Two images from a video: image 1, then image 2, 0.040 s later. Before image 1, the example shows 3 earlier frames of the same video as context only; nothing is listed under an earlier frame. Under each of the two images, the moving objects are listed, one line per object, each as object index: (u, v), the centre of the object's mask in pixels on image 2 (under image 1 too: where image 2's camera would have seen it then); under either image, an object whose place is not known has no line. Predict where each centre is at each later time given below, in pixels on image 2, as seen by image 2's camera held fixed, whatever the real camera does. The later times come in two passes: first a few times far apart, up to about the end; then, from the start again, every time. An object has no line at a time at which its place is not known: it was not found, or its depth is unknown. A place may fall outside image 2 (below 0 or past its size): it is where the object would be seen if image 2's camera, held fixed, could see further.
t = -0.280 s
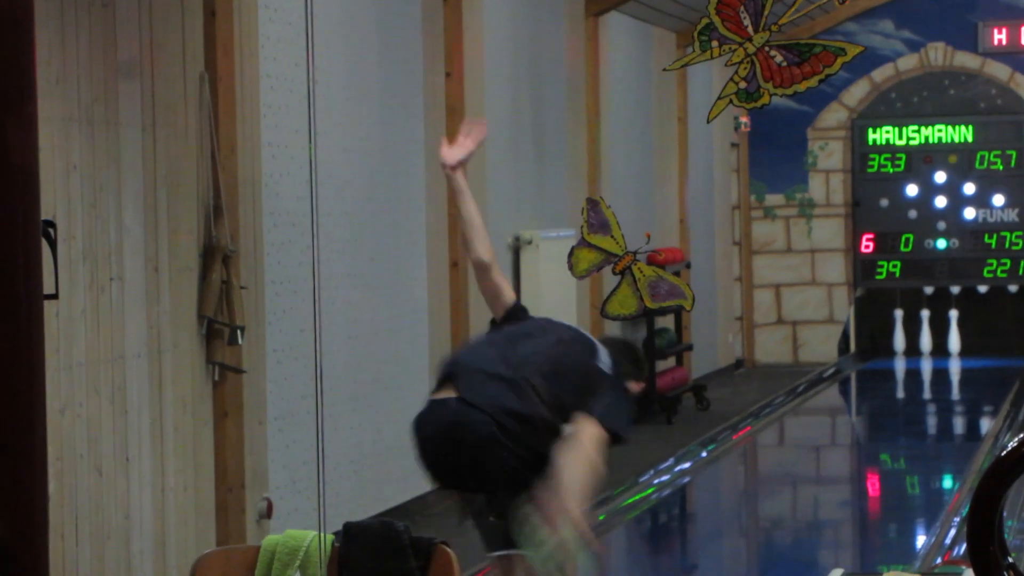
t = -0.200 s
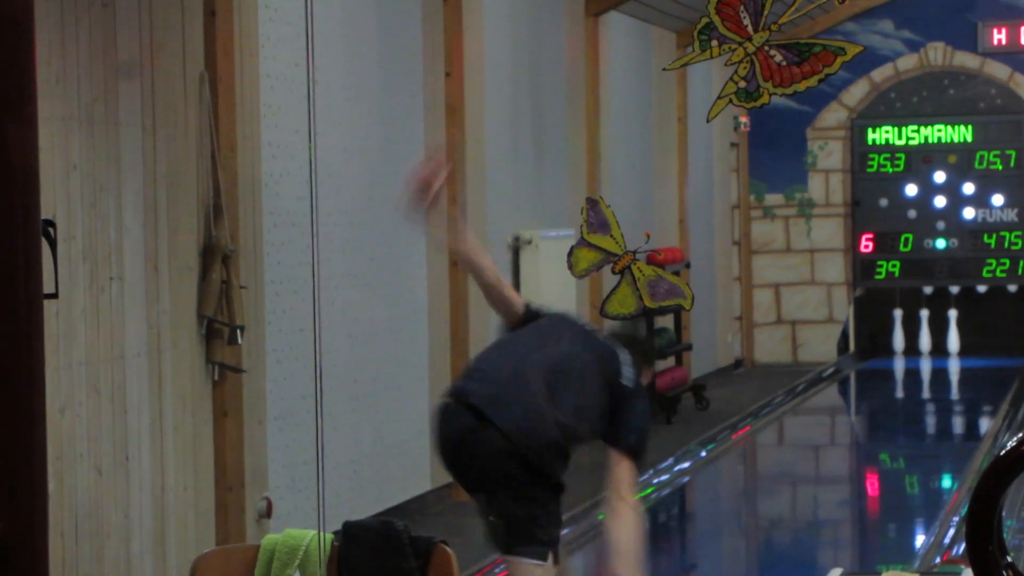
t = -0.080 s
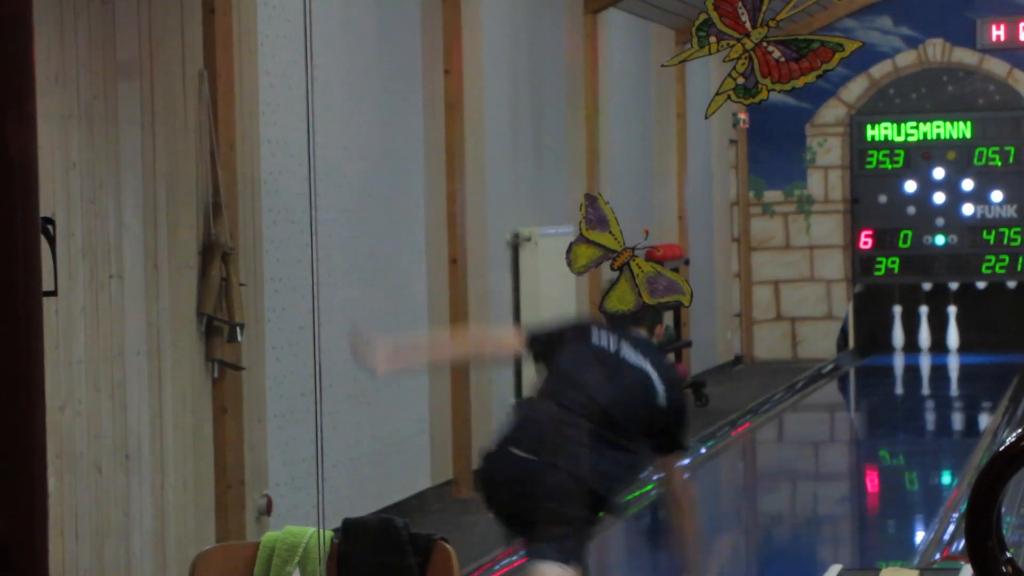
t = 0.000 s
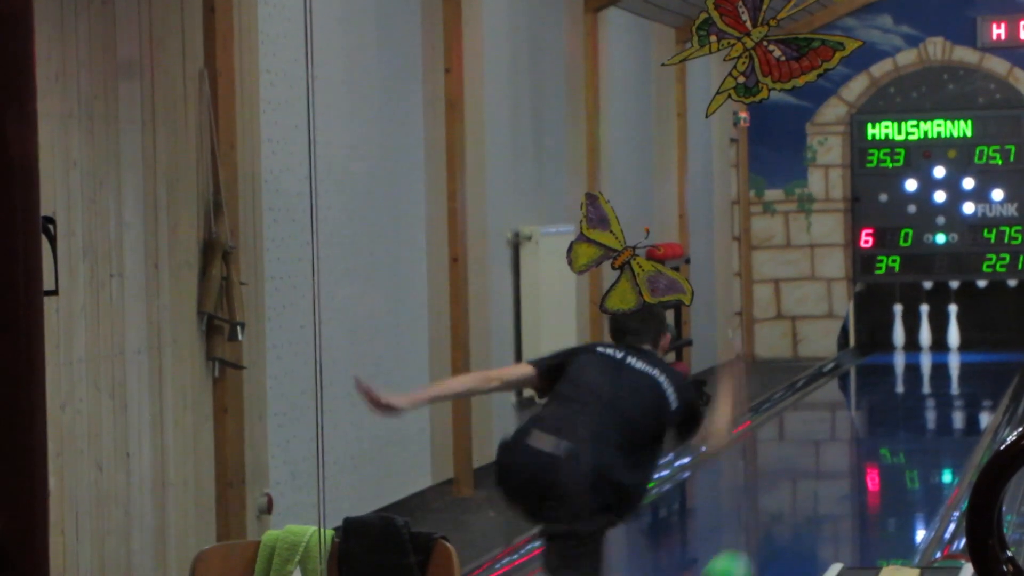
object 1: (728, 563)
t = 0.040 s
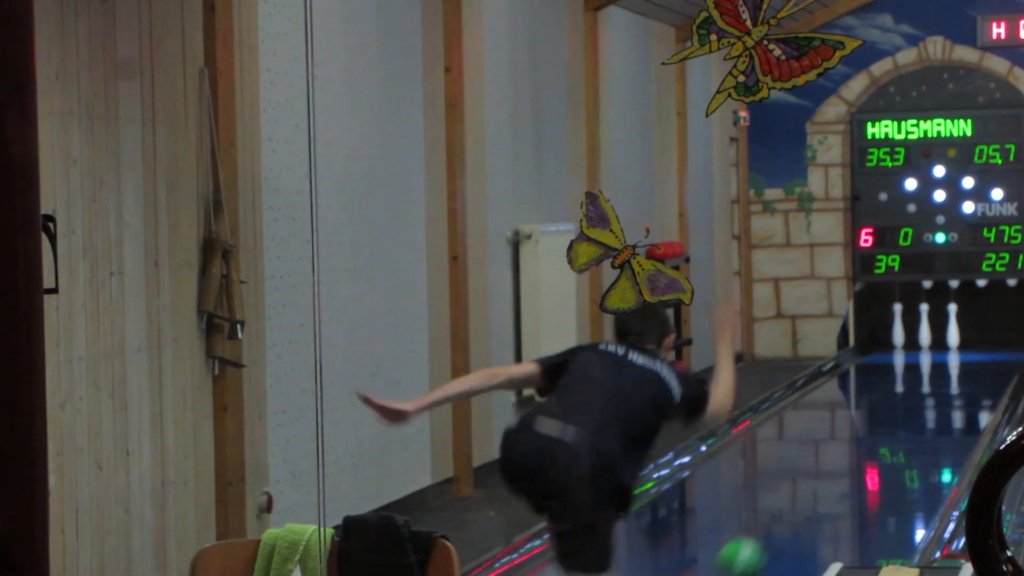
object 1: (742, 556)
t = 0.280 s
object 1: (808, 490)
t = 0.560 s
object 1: (858, 438)
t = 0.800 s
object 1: (888, 405)
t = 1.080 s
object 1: (912, 379)
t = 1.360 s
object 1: (933, 357)
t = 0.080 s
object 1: (755, 542)
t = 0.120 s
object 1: (768, 532)
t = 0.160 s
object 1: (780, 520)
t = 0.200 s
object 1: (791, 509)
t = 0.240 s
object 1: (800, 498)
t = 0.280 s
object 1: (808, 490)
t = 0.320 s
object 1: (817, 481)
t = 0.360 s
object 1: (826, 472)
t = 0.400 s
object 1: (833, 465)
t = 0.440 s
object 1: (839, 457)
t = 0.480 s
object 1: (846, 450)
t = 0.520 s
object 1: (852, 444)
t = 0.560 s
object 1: (858, 438)
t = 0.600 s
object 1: (864, 431)
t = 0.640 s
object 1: (869, 425)
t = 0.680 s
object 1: (875, 420)
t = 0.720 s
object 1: (880, 415)
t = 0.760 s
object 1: (884, 410)
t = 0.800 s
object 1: (888, 405)
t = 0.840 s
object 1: (892, 400)
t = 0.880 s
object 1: (897, 396)
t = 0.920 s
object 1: (900, 392)
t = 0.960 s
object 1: (904, 388)
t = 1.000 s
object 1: (907, 385)
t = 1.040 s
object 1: (910, 382)
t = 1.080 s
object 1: (912, 379)
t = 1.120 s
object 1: (915, 376)
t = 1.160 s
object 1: (918, 372)
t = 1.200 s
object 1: (922, 369)
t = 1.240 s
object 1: (925, 366)
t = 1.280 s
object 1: (927, 363)
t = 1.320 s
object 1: (930, 360)
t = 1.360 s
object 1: (933, 357)
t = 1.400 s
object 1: (935, 353)
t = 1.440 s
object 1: (937, 352)
